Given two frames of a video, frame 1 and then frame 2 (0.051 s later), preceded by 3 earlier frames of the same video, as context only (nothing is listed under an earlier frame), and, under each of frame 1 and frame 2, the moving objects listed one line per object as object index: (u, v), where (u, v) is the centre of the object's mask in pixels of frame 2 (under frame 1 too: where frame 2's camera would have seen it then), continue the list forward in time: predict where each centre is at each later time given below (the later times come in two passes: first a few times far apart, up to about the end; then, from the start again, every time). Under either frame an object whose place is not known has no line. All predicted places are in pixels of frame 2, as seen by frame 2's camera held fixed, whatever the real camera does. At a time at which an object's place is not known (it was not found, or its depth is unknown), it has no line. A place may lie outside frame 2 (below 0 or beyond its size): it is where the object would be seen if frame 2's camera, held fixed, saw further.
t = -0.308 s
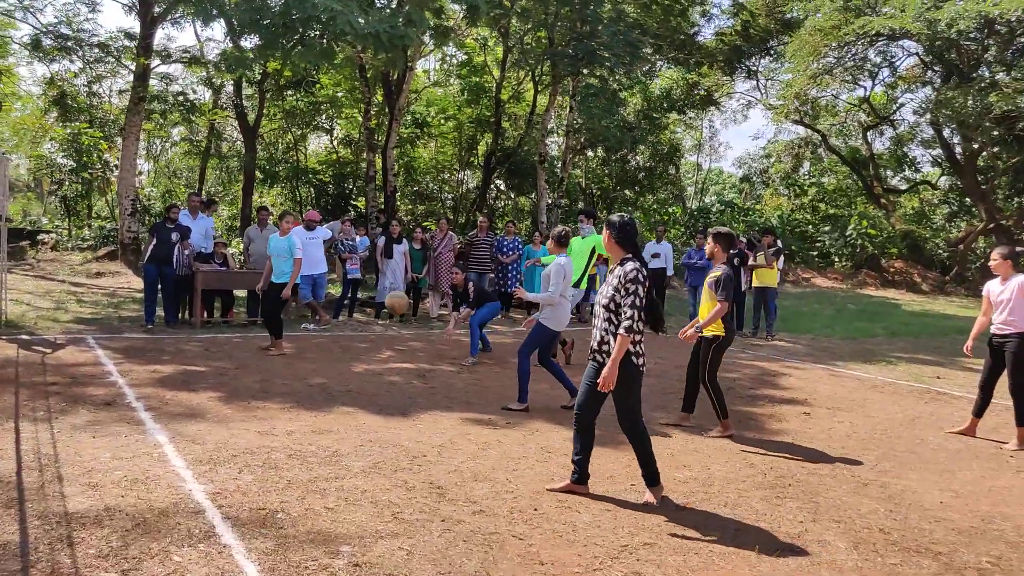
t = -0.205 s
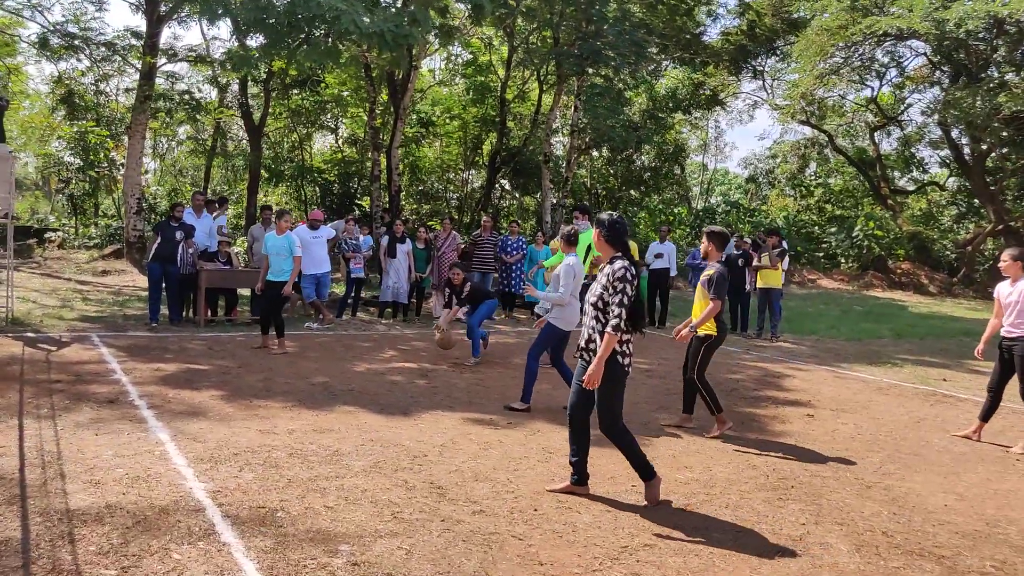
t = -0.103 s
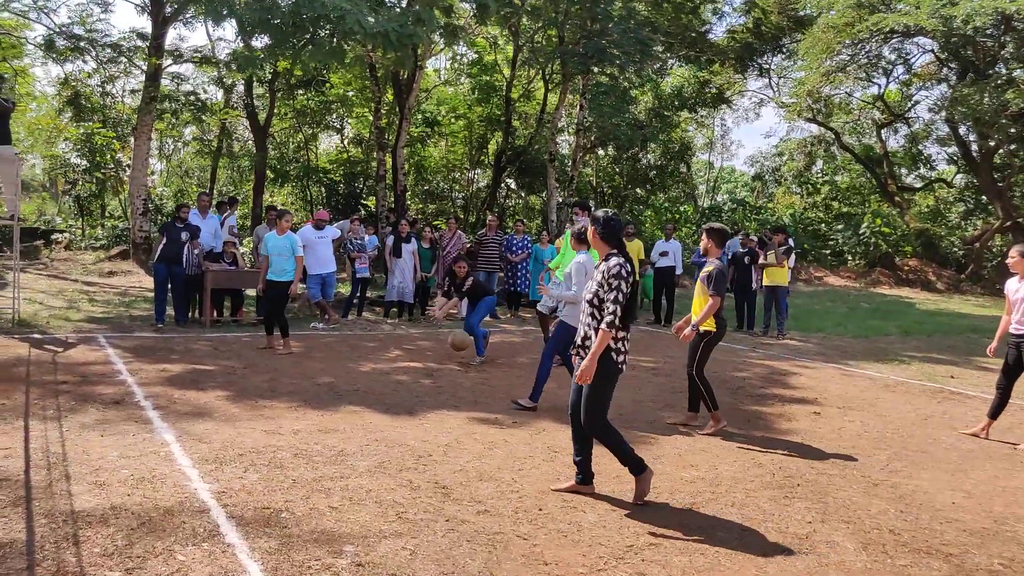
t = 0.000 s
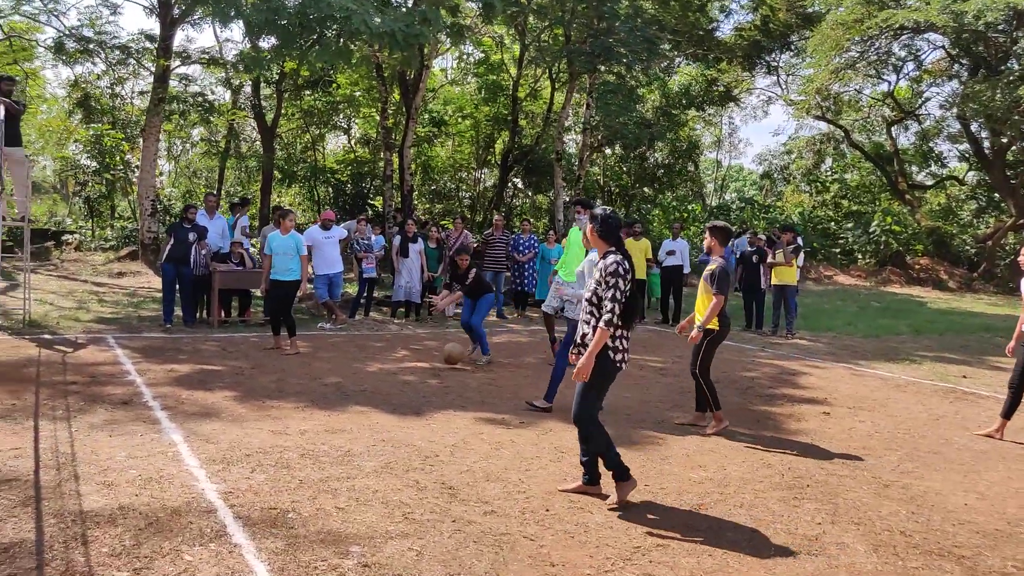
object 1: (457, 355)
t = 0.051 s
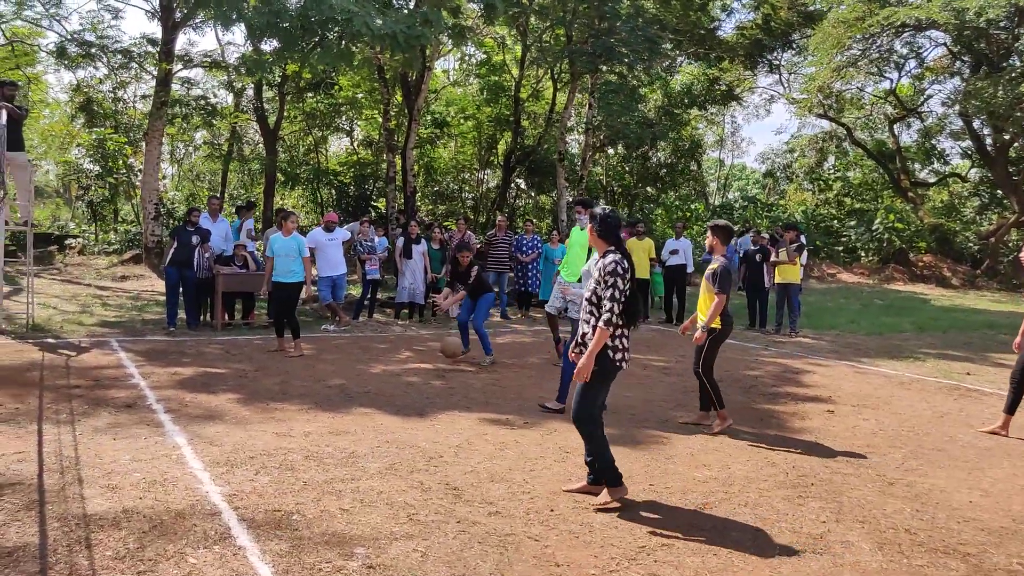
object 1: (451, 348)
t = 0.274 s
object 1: (429, 345)
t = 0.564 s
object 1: (396, 359)
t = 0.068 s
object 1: (450, 346)
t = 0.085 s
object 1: (448, 345)
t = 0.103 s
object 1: (446, 343)
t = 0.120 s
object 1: (444, 342)
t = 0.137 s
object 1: (442, 341)
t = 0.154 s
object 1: (440, 341)
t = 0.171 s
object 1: (439, 341)
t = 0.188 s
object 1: (438, 340)
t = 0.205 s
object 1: (435, 341)
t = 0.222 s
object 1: (434, 341)
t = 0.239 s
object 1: (432, 342)
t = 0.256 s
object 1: (430, 344)
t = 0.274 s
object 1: (429, 345)
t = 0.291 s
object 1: (427, 346)
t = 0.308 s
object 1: (424, 348)
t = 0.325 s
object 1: (422, 351)
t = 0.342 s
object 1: (420, 353)
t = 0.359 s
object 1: (419, 356)
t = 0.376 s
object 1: (416, 359)
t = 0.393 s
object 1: (414, 363)
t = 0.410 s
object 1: (412, 366)
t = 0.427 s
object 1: (411, 367)
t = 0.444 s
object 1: (410, 365)
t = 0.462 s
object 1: (408, 363)
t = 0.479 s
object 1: (406, 361)
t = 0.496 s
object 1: (404, 360)
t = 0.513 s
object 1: (403, 360)
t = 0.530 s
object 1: (402, 359)
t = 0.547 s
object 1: (399, 359)
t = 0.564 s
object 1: (396, 359)
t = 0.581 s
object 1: (394, 360)
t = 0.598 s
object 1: (390, 362)
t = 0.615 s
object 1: (388, 362)
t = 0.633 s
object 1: (386, 364)
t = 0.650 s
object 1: (384, 366)
